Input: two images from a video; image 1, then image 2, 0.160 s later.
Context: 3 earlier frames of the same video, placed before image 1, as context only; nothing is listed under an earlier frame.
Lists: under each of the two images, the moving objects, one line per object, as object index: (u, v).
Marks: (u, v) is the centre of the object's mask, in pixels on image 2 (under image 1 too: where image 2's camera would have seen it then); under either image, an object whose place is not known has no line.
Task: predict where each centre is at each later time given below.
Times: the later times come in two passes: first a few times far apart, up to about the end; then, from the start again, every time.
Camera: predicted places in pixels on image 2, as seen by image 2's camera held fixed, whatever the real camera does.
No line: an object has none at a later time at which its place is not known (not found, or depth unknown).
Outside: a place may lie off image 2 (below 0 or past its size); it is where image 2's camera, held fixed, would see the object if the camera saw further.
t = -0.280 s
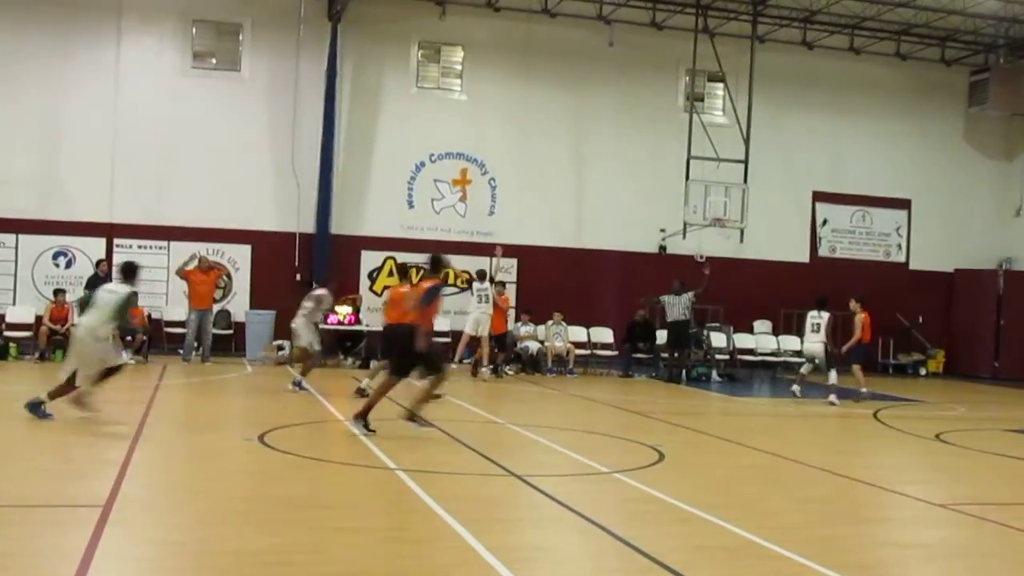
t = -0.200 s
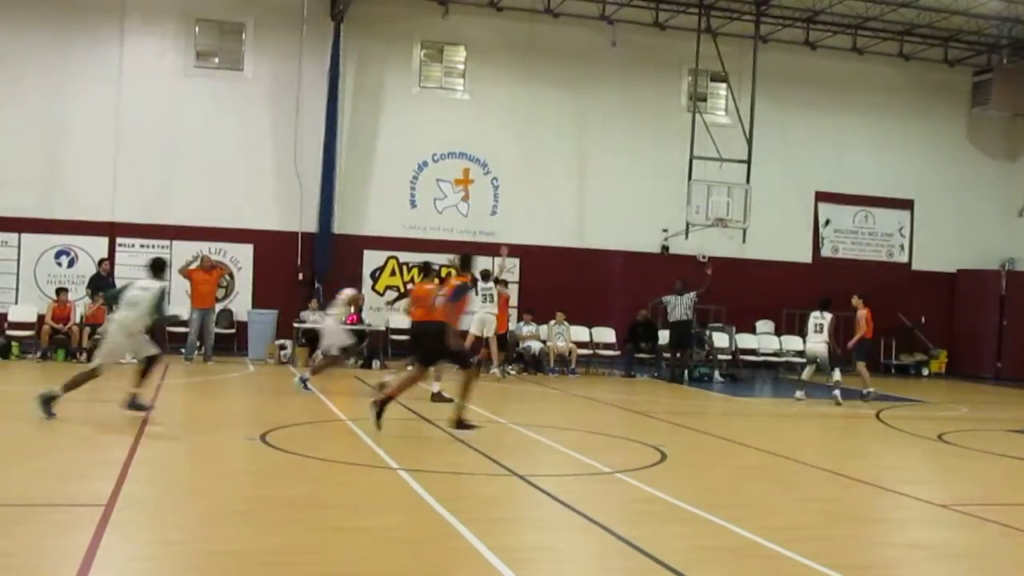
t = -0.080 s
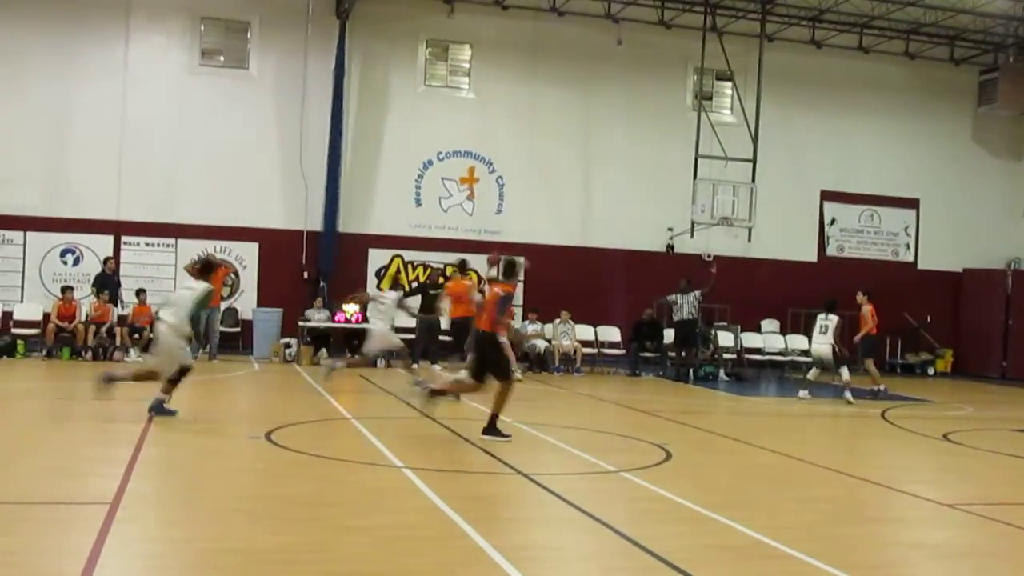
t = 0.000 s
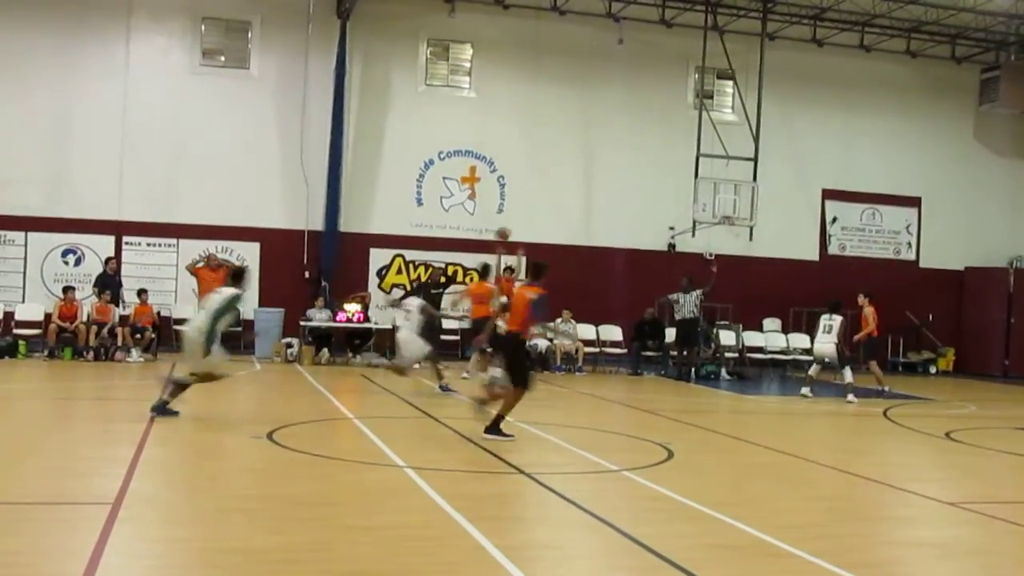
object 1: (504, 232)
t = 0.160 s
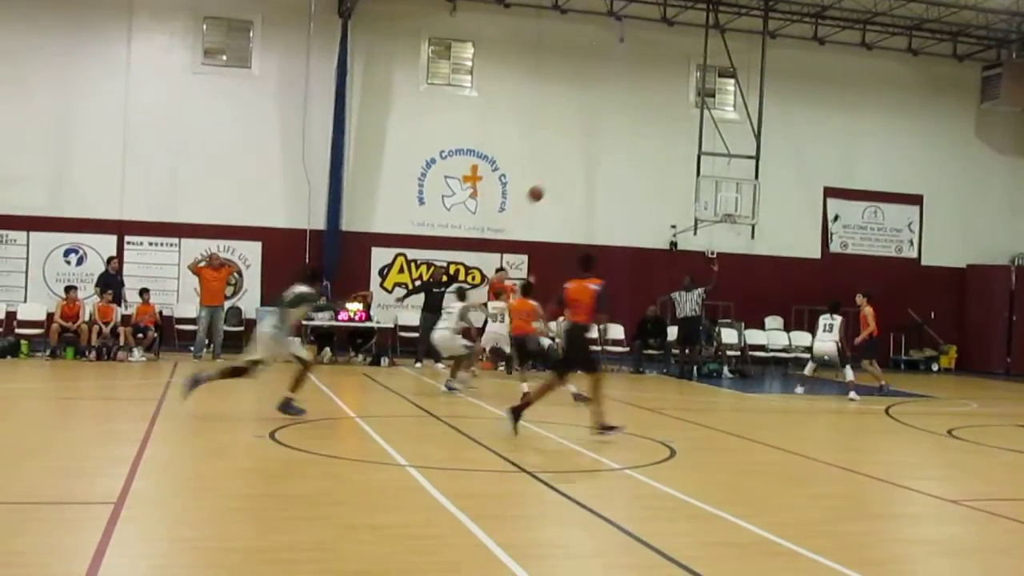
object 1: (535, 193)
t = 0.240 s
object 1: (552, 178)
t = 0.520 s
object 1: (623, 152)
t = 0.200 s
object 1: (544, 186)
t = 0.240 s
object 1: (552, 178)
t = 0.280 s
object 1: (561, 171)
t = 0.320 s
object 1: (571, 166)
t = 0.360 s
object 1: (581, 161)
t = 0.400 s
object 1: (590, 157)
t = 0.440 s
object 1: (601, 154)
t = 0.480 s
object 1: (611, 153)
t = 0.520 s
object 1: (623, 152)
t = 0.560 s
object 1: (635, 153)
